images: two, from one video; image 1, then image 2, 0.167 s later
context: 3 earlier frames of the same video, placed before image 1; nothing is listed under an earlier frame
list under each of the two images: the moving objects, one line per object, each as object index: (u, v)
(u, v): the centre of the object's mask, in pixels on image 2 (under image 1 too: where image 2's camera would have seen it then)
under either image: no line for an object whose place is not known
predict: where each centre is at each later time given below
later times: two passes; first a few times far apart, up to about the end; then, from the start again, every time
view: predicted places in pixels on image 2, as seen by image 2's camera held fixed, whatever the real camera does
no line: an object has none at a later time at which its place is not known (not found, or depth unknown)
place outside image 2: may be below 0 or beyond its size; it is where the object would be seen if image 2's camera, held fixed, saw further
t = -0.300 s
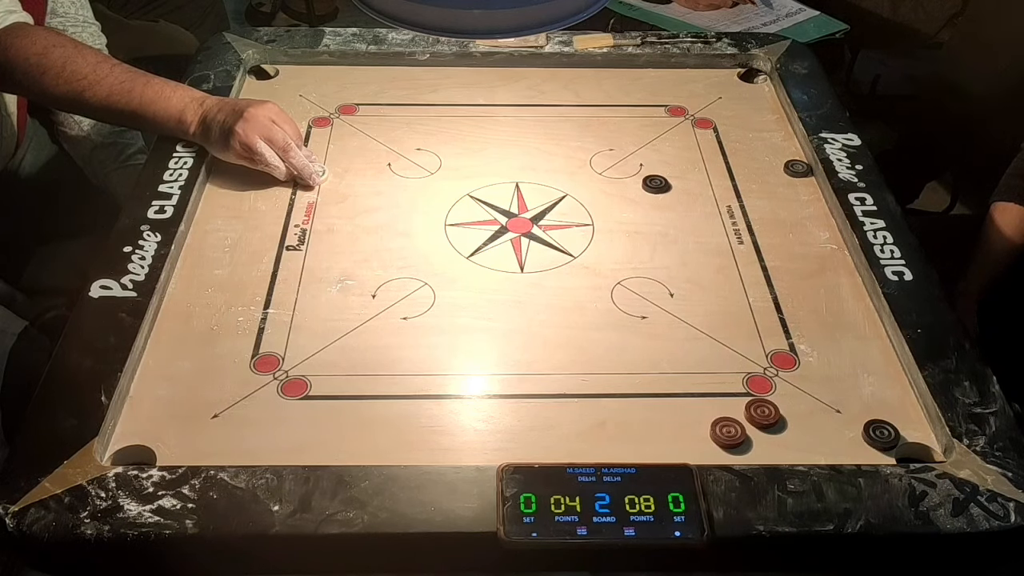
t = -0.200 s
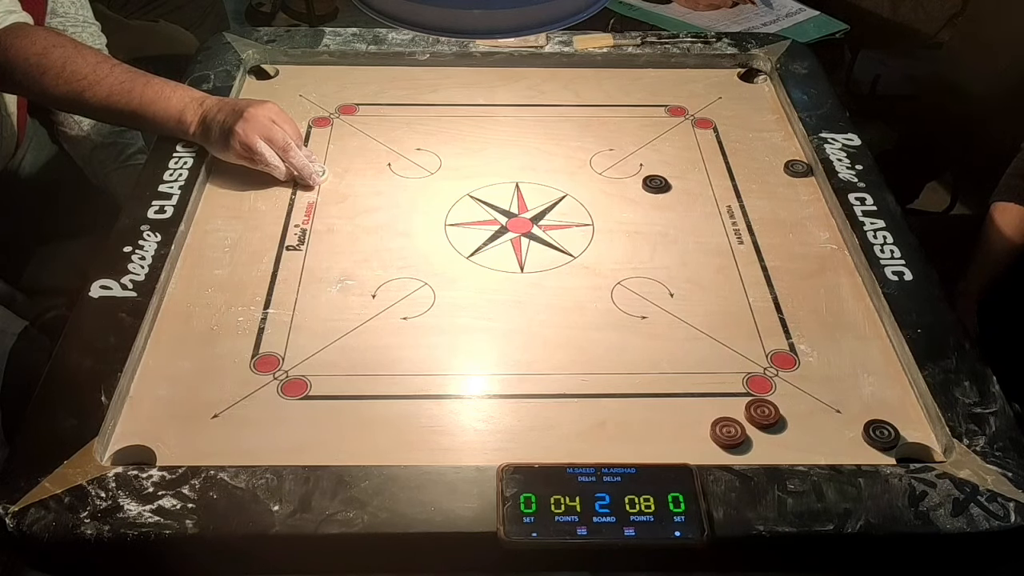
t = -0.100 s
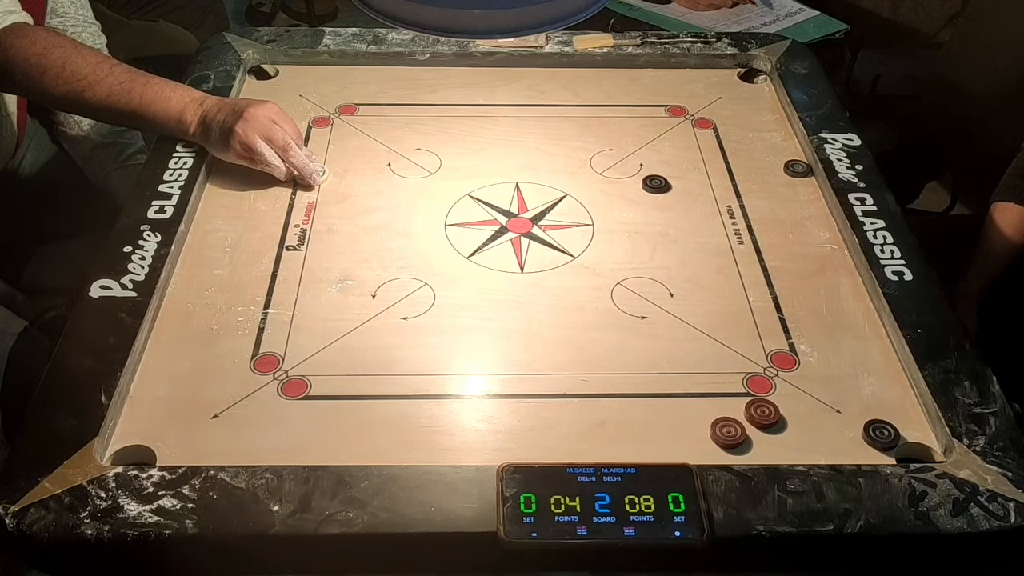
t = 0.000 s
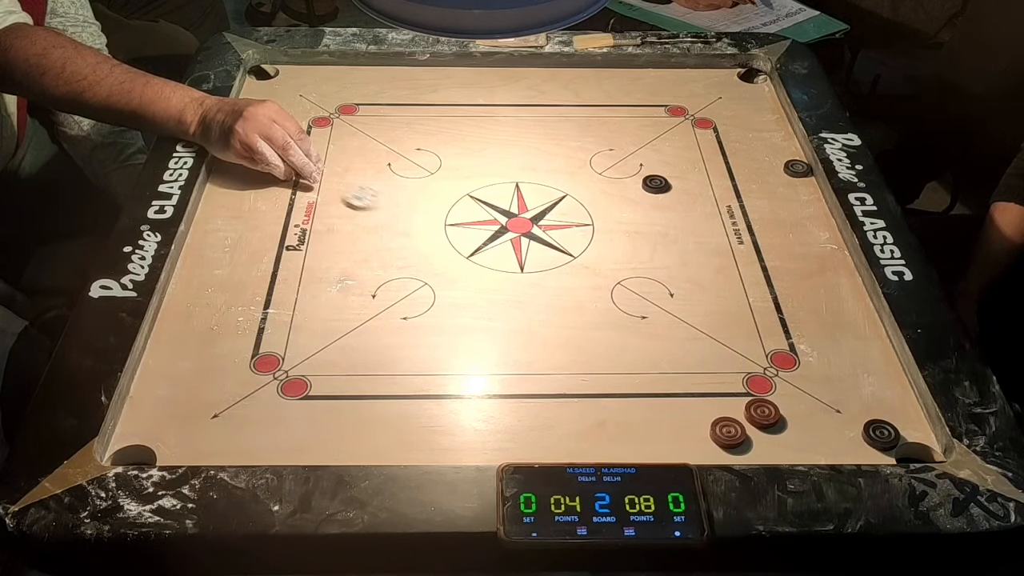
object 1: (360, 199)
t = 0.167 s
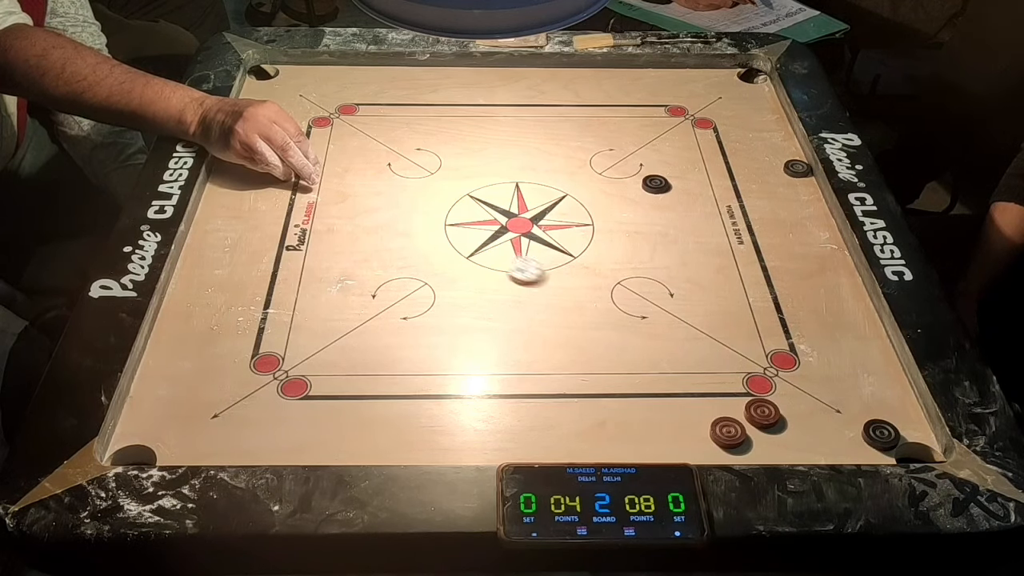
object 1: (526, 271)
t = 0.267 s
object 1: (626, 315)
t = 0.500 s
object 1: (848, 411)
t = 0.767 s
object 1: (898, 431)
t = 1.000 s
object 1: (897, 431)
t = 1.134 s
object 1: (897, 432)
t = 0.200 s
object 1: (559, 286)
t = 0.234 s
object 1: (592, 301)
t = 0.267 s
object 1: (626, 315)
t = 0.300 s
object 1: (658, 330)
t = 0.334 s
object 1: (691, 344)
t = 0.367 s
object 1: (724, 358)
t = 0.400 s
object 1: (756, 372)
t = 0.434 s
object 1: (789, 385)
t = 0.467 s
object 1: (820, 400)
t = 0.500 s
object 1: (848, 411)
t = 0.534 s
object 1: (863, 416)
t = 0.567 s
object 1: (878, 420)
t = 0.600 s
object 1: (890, 423)
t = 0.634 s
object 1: (901, 426)
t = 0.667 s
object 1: (908, 428)
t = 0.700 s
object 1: (904, 429)
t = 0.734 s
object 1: (900, 430)
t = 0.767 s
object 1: (898, 431)
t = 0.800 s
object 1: (897, 431)
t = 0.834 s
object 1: (897, 431)
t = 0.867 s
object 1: (897, 431)
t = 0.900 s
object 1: (897, 431)
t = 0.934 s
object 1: (897, 431)
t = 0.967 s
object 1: (897, 431)
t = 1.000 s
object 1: (897, 431)
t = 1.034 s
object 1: (897, 431)
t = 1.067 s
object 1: (897, 431)
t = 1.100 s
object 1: (897, 431)
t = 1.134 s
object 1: (897, 432)
